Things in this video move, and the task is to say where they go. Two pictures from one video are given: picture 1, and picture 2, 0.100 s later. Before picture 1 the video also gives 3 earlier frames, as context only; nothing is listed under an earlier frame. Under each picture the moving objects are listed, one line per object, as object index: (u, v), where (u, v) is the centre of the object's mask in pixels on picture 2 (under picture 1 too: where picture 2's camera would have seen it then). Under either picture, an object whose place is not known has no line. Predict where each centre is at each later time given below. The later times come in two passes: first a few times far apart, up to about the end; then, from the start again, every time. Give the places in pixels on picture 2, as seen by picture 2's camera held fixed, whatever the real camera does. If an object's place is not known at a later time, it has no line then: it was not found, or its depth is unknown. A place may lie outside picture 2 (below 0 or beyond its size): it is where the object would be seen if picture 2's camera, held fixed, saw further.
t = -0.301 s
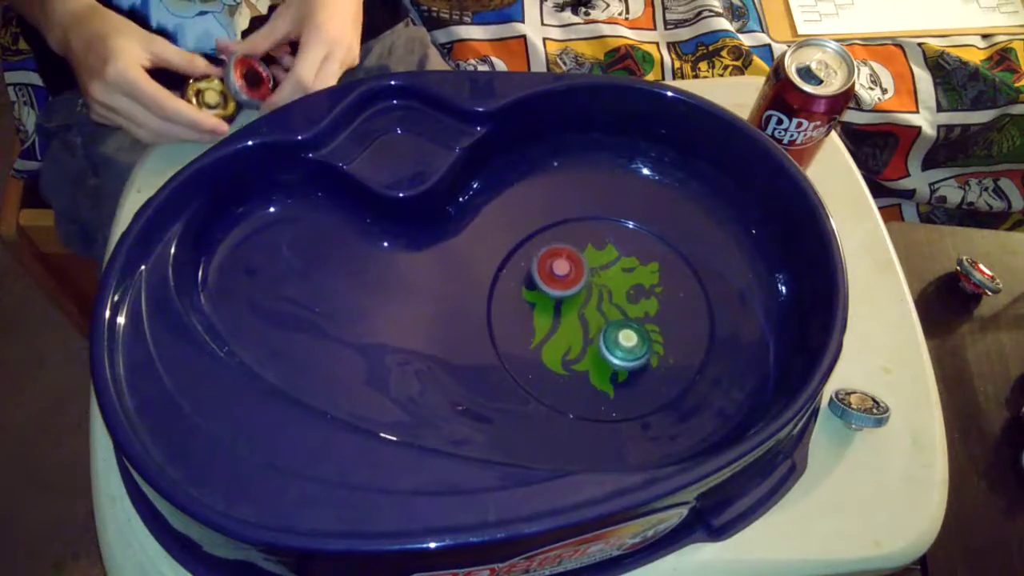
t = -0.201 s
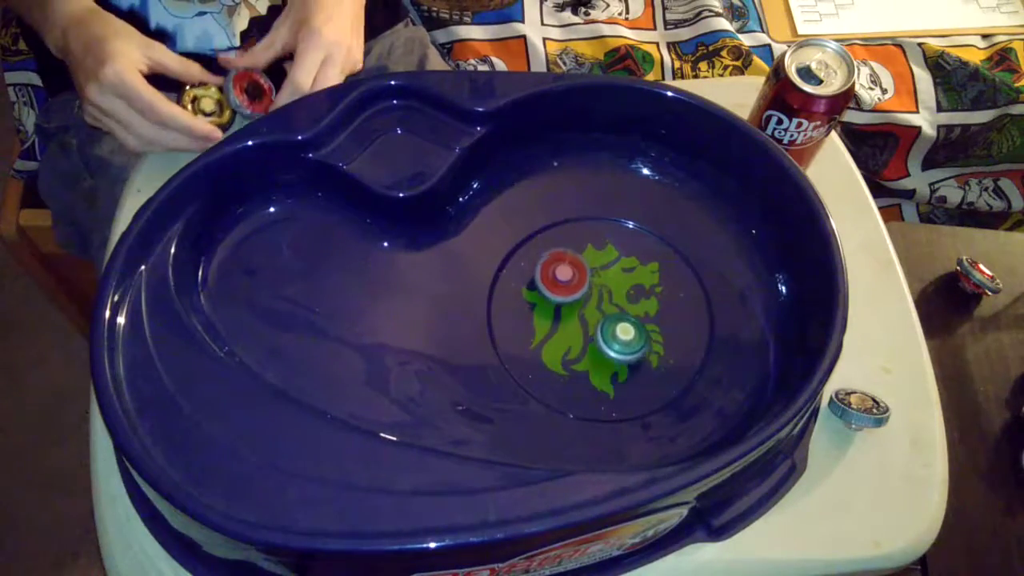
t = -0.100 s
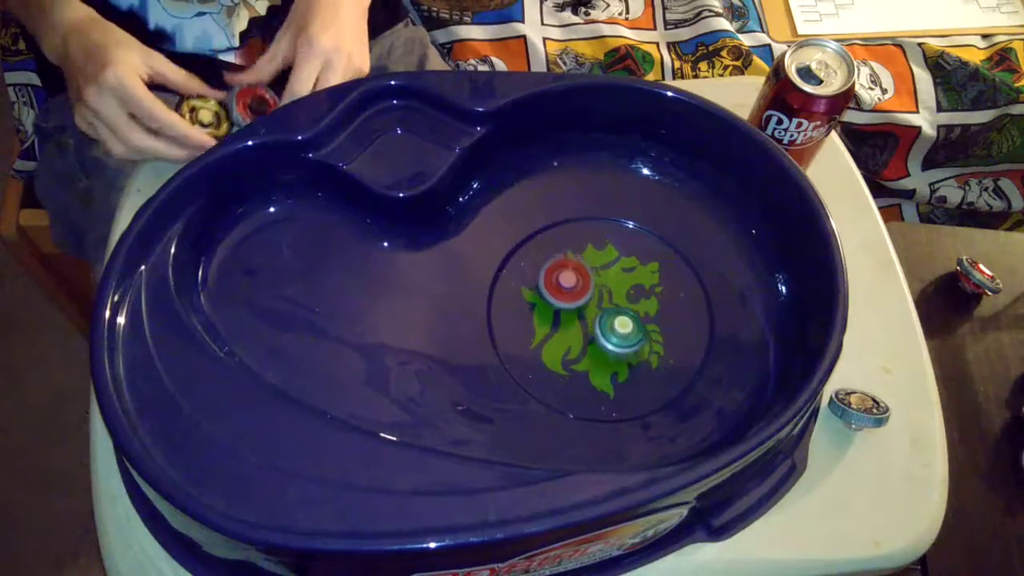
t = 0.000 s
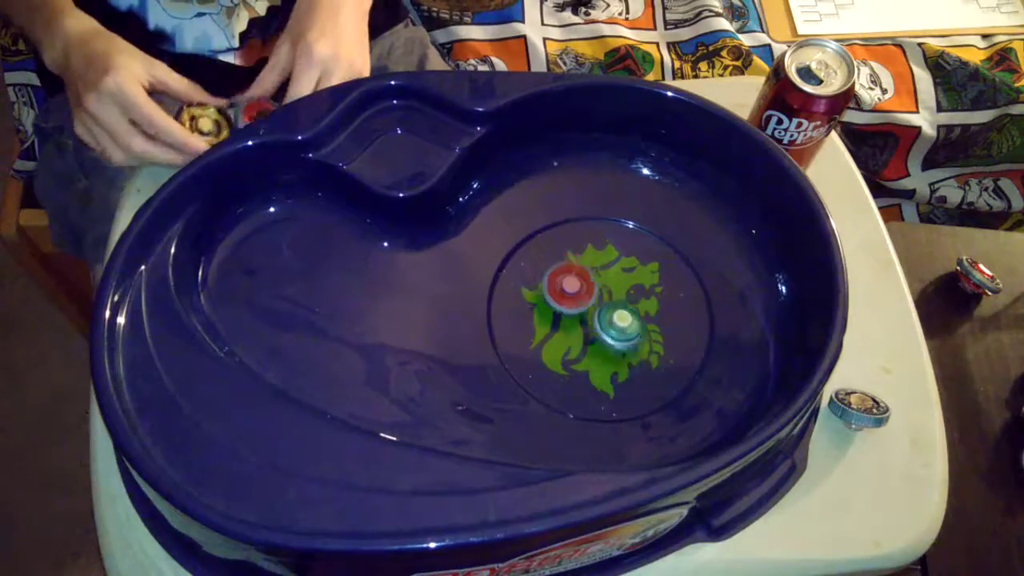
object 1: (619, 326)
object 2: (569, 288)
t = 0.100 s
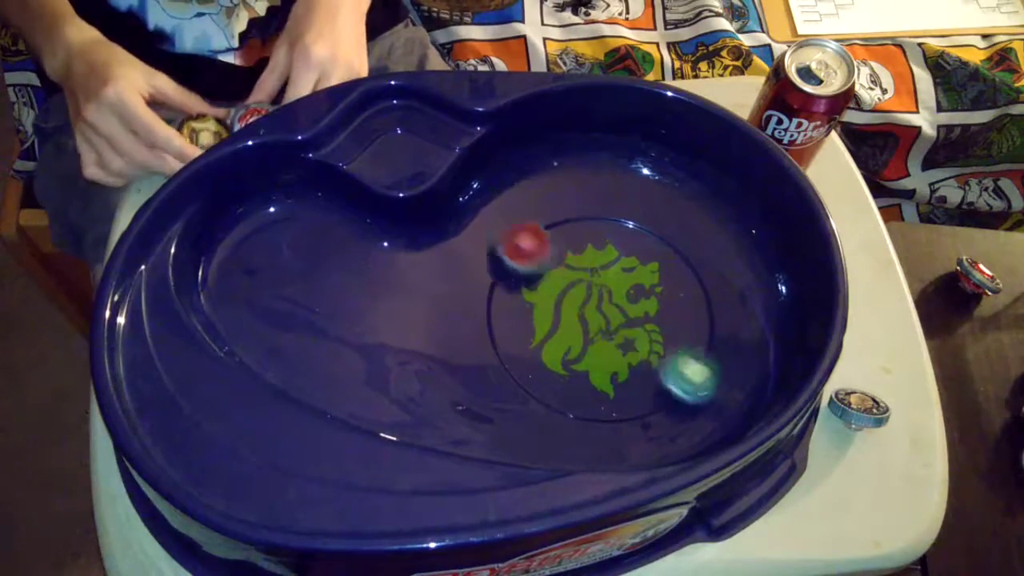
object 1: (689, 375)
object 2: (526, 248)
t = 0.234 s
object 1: (714, 375)
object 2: (520, 251)
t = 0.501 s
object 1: (648, 296)
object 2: (528, 279)
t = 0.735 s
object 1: (600, 267)
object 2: (535, 291)
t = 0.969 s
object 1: (595, 274)
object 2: (543, 306)
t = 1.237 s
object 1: (595, 284)
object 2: (558, 324)
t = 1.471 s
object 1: (606, 274)
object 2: (562, 350)
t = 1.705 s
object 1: (603, 277)
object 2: (573, 362)
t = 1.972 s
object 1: (599, 283)
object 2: (583, 367)
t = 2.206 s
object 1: (596, 292)
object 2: (591, 365)
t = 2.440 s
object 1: (595, 300)
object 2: (598, 354)
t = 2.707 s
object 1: (596, 291)
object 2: (605, 351)
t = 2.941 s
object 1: (588, 274)
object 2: (614, 353)
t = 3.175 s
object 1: (584, 273)
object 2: (623, 346)
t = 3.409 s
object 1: (584, 279)
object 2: (628, 336)
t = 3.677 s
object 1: (586, 287)
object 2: (631, 326)
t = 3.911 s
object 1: (521, 227)
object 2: (692, 369)
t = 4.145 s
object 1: (535, 280)
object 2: (695, 353)
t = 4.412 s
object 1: (554, 298)
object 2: (689, 341)
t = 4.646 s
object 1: (567, 308)
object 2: (672, 329)
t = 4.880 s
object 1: (578, 317)
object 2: (649, 311)
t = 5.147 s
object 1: (567, 330)
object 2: (635, 288)
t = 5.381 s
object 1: (566, 333)
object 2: (622, 268)
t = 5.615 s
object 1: (567, 331)
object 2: (614, 257)
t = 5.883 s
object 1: (572, 323)
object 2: (608, 253)
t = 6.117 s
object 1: (581, 315)
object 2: (606, 254)
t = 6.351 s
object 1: (534, 400)
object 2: (648, 196)
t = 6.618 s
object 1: (525, 346)
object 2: (618, 276)
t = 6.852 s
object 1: (432, 251)
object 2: (724, 329)
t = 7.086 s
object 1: (397, 336)
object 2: (700, 330)
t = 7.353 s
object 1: (469, 354)
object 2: (646, 332)
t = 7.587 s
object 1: (516, 346)
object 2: (603, 343)
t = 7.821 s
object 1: (436, 311)
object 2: (682, 342)
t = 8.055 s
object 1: (432, 314)
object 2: (682, 314)
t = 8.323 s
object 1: (472, 328)
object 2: (673, 285)
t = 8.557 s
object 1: (543, 354)
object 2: (671, 268)
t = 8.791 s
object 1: (632, 380)
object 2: (665, 266)
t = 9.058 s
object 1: (663, 378)
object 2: (656, 267)
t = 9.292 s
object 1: (659, 365)
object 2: (645, 271)
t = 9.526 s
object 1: (639, 329)
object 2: (626, 273)
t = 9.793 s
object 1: (630, 318)
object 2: (599, 264)
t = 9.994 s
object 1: (628, 316)
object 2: (585, 260)
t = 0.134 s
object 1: (702, 376)
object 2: (518, 241)
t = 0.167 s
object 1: (709, 380)
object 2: (517, 241)
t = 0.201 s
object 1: (713, 380)
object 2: (518, 246)
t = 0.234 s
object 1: (714, 375)
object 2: (520, 251)
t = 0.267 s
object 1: (713, 371)
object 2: (523, 256)
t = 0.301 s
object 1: (709, 361)
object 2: (525, 261)
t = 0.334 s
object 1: (702, 352)
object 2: (525, 265)
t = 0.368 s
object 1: (691, 340)
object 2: (526, 270)
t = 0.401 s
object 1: (681, 329)
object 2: (527, 272)
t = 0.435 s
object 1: (668, 316)
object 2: (527, 275)
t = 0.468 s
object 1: (657, 306)
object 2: (527, 277)
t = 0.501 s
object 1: (648, 296)
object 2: (528, 279)
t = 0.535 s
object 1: (638, 287)
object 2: (528, 281)
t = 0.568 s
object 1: (628, 280)
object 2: (529, 282)
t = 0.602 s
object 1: (620, 273)
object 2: (530, 284)
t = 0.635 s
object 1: (613, 269)
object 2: (531, 285)
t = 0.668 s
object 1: (607, 267)
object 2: (532, 287)
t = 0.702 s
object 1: (603, 267)
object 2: (533, 289)
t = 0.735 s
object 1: (600, 267)
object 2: (535, 291)
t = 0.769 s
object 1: (597, 268)
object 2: (536, 293)
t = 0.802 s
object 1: (595, 268)
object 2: (538, 295)
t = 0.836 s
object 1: (593, 270)
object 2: (540, 296)
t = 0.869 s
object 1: (592, 272)
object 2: (542, 298)
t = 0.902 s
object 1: (591, 273)
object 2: (543, 300)
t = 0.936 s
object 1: (593, 273)
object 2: (543, 304)
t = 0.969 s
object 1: (595, 274)
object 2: (543, 306)
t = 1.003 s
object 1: (597, 275)
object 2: (545, 309)
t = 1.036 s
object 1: (597, 276)
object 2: (546, 311)
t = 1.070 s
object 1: (598, 277)
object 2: (548, 313)
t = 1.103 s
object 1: (598, 279)
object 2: (550, 316)
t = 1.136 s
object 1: (597, 280)
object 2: (553, 318)
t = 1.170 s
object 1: (597, 282)
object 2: (555, 320)
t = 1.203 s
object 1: (596, 283)
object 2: (557, 322)
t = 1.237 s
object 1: (595, 284)
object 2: (558, 324)
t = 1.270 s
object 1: (595, 285)
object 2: (560, 326)
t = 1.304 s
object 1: (594, 286)
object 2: (563, 328)
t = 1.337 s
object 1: (595, 285)
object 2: (563, 333)
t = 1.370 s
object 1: (599, 280)
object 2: (560, 340)
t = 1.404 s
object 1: (603, 276)
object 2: (560, 344)
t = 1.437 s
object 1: (605, 274)
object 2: (561, 347)
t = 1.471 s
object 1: (606, 274)
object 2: (562, 350)
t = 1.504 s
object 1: (606, 274)
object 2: (564, 353)
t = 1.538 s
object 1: (606, 274)
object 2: (566, 355)
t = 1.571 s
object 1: (606, 274)
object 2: (568, 356)
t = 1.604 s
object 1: (605, 275)
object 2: (570, 357)
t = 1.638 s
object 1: (604, 275)
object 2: (571, 360)
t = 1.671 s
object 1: (603, 276)
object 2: (573, 361)
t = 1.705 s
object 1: (603, 277)
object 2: (573, 362)
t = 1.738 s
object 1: (602, 277)
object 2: (575, 363)
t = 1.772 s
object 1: (602, 278)
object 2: (576, 364)
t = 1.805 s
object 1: (601, 278)
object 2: (578, 365)
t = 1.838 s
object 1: (600, 279)
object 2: (579, 366)
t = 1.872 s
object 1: (600, 280)
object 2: (580, 366)
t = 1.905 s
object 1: (599, 281)
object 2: (581, 367)
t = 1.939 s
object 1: (599, 282)
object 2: (582, 367)
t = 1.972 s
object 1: (599, 283)
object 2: (583, 367)
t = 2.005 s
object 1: (598, 284)
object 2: (584, 367)
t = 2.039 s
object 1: (598, 285)
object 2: (585, 367)
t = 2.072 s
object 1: (598, 286)
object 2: (586, 367)
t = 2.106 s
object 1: (597, 288)
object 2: (587, 367)
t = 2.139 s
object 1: (597, 289)
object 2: (588, 366)
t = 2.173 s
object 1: (597, 290)
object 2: (590, 366)
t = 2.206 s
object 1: (596, 292)
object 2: (591, 365)
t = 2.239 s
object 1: (596, 293)
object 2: (592, 363)
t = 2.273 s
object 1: (595, 294)
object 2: (593, 362)
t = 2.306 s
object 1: (595, 295)
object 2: (594, 361)
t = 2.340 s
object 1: (595, 296)
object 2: (595, 360)
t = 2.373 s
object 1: (595, 297)
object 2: (596, 358)
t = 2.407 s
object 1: (595, 299)
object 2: (597, 356)
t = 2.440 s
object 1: (595, 300)
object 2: (598, 354)
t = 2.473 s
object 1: (595, 301)
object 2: (598, 354)
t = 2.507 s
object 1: (595, 296)
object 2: (599, 356)
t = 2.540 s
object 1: (595, 293)
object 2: (599, 357)
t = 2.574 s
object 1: (596, 291)
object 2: (600, 356)
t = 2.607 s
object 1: (596, 290)
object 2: (602, 355)
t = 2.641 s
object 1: (596, 290)
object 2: (603, 354)
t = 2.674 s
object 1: (596, 290)
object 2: (604, 352)
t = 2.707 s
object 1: (596, 291)
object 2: (605, 351)
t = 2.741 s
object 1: (595, 292)
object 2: (606, 349)
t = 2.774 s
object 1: (595, 292)
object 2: (607, 347)
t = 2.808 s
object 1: (595, 293)
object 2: (608, 346)
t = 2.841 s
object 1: (594, 293)
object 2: (609, 345)
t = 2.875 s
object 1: (591, 287)
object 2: (612, 351)
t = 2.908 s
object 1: (589, 279)
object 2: (613, 353)
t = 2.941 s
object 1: (588, 274)
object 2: (614, 353)
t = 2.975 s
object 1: (587, 272)
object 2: (615, 353)
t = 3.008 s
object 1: (587, 272)
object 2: (616, 352)
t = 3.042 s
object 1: (586, 272)
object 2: (618, 351)
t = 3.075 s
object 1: (586, 272)
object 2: (619, 350)
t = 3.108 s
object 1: (585, 272)
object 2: (620, 349)
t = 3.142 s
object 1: (585, 273)
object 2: (621, 347)
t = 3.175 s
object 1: (584, 273)
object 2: (623, 346)
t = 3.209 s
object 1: (584, 274)
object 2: (624, 345)
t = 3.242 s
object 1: (584, 275)
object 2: (624, 344)
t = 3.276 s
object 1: (584, 275)
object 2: (625, 343)
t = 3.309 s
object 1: (584, 276)
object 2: (626, 342)
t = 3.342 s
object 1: (584, 276)
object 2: (626, 340)
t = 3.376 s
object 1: (584, 278)
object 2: (627, 339)
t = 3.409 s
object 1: (584, 279)
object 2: (628, 336)
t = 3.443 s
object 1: (584, 279)
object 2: (628, 335)
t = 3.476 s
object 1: (584, 280)
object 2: (629, 333)
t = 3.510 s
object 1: (585, 281)
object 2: (630, 332)
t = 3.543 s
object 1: (585, 282)
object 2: (630, 331)
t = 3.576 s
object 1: (585, 284)
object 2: (631, 329)
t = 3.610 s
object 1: (585, 285)
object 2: (631, 327)
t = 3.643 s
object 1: (586, 286)
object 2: (630, 325)
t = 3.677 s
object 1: (586, 287)
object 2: (631, 326)
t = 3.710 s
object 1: (571, 273)
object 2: (648, 339)
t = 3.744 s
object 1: (554, 255)
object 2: (663, 352)
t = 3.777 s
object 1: (540, 239)
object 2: (675, 363)
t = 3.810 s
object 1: (531, 226)
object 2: (684, 369)
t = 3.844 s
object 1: (526, 224)
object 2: (689, 372)
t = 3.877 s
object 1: (523, 224)
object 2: (692, 372)
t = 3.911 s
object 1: (521, 227)
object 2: (692, 369)
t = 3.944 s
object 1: (520, 231)
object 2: (692, 365)
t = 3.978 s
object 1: (520, 237)
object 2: (693, 362)
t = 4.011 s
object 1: (521, 246)
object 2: (693, 360)
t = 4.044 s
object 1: (524, 256)
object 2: (694, 357)
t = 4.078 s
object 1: (526, 264)
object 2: (694, 356)
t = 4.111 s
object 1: (530, 272)
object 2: (695, 354)
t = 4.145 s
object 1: (535, 280)
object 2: (695, 353)
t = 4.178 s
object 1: (538, 284)
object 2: (694, 351)
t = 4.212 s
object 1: (541, 288)
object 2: (694, 350)
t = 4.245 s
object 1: (543, 292)
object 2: (694, 348)
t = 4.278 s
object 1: (546, 293)
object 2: (693, 347)
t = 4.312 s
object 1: (547, 294)
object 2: (692, 346)
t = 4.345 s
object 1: (550, 295)
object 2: (691, 344)
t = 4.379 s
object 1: (552, 296)
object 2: (690, 343)
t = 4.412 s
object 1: (554, 298)
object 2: (689, 341)
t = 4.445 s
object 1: (556, 299)
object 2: (687, 339)
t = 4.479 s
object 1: (558, 301)
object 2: (685, 338)
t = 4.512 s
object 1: (560, 301)
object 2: (683, 336)
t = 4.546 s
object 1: (562, 303)
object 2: (681, 334)
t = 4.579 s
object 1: (564, 305)
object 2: (678, 332)
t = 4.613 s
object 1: (565, 306)
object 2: (675, 331)
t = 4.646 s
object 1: (567, 308)
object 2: (672, 329)
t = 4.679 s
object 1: (569, 309)
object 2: (669, 327)
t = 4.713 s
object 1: (571, 311)
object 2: (666, 324)
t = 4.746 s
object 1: (573, 313)
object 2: (663, 321)
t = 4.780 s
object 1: (575, 314)
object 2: (659, 319)
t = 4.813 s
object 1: (576, 314)
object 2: (656, 316)
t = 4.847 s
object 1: (577, 316)
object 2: (652, 314)
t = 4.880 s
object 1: (578, 317)
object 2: (649, 311)
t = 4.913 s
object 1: (580, 319)
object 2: (645, 308)
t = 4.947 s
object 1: (581, 320)
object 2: (642, 306)
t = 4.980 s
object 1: (582, 321)
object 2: (638, 304)
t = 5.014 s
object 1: (580, 322)
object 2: (638, 300)
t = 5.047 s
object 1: (574, 326)
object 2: (639, 296)
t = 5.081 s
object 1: (569, 328)
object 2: (639, 293)
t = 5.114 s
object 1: (568, 329)
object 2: (637, 290)
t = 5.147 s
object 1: (567, 330)
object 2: (635, 288)
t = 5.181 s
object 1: (567, 330)
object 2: (633, 284)
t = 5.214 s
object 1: (567, 331)
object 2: (631, 281)
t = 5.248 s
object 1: (566, 331)
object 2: (628, 279)
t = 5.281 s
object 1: (566, 332)
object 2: (627, 276)
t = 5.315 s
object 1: (566, 332)
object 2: (626, 274)
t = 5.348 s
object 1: (566, 333)
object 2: (624, 271)
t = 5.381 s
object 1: (566, 333)
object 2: (622, 268)
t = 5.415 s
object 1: (566, 333)
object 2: (621, 266)
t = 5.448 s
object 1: (566, 332)
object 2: (619, 264)
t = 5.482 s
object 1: (566, 332)
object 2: (618, 262)
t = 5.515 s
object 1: (566, 332)
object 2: (617, 260)
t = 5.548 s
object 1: (567, 332)
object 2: (616, 259)
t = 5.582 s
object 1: (567, 331)
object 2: (615, 258)
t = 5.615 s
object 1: (567, 331)
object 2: (614, 257)
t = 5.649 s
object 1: (567, 330)
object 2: (613, 255)
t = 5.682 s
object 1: (568, 329)
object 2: (612, 255)
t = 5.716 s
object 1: (568, 328)
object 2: (611, 254)
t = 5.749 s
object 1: (569, 327)
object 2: (610, 254)
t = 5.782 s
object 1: (570, 327)
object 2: (610, 253)
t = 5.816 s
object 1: (570, 326)
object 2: (609, 253)
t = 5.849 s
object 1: (571, 324)
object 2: (609, 253)
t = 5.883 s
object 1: (572, 323)
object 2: (608, 253)
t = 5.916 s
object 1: (573, 322)
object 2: (608, 253)
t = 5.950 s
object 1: (574, 321)
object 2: (607, 252)
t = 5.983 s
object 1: (576, 319)
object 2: (607, 253)
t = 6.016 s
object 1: (577, 318)
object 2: (607, 253)
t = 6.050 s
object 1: (578, 317)
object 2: (606, 253)
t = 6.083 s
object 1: (579, 316)
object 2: (606, 253)
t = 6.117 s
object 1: (581, 315)
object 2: (606, 254)
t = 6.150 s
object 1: (583, 313)
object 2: (606, 254)
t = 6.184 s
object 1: (584, 312)
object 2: (605, 255)
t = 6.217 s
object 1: (586, 311)
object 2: (605, 256)
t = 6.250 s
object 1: (587, 310)
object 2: (604, 257)
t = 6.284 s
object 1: (581, 322)
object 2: (608, 252)
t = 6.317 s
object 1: (552, 369)
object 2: (632, 218)
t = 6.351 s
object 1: (534, 400)
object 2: (648, 196)
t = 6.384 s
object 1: (523, 420)
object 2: (661, 178)
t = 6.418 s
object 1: (511, 435)
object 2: (660, 185)
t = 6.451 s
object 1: (509, 421)
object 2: (657, 200)
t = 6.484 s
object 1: (506, 410)
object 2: (650, 217)
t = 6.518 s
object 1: (508, 392)
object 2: (644, 230)
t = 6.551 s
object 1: (512, 377)
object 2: (635, 249)
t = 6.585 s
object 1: (519, 362)
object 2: (627, 262)
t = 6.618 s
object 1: (525, 346)
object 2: (618, 276)
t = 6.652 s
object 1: (534, 331)
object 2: (611, 290)
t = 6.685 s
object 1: (542, 315)
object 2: (605, 300)
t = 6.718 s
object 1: (510, 299)
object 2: (635, 309)
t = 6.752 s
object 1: (484, 283)
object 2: (668, 318)
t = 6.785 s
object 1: (466, 268)
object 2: (694, 324)
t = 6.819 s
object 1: (446, 258)
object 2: (714, 327)
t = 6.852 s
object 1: (432, 251)
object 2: (724, 329)
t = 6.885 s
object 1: (421, 253)
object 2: (728, 331)
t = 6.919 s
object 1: (412, 264)
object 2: (728, 332)
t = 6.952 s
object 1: (404, 279)
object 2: (726, 332)
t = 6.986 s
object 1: (398, 294)
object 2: (722, 332)
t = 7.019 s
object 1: (395, 309)
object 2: (716, 331)
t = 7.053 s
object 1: (395, 323)
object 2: (709, 330)
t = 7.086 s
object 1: (397, 336)
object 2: (700, 330)
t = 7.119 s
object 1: (403, 347)
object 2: (692, 328)
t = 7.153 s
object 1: (410, 354)
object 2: (683, 327)
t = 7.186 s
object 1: (420, 358)
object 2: (674, 326)
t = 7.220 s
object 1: (429, 360)
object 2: (668, 327)
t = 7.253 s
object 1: (440, 360)
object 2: (661, 327)
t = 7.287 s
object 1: (450, 358)
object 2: (656, 329)
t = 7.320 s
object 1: (460, 357)
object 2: (650, 330)
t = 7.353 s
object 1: (469, 354)
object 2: (646, 332)
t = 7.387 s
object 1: (476, 352)
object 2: (641, 335)
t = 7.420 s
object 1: (484, 349)
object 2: (635, 337)
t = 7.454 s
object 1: (489, 347)
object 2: (630, 339)
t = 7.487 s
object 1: (494, 346)
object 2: (624, 340)
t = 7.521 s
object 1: (500, 346)
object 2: (616, 341)
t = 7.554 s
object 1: (508, 346)
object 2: (610, 342)
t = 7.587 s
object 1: (516, 346)
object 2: (603, 343)
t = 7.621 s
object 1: (523, 346)
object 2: (597, 342)
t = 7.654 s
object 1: (524, 344)
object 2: (594, 342)
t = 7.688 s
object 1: (501, 338)
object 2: (614, 343)
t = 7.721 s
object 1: (481, 329)
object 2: (637, 344)
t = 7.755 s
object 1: (462, 323)
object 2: (656, 345)
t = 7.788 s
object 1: (447, 316)
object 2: (672, 344)
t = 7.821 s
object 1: (436, 311)
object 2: (682, 342)
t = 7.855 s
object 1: (427, 307)
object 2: (688, 339)
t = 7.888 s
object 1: (424, 306)
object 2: (690, 335)
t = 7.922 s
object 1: (422, 307)
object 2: (689, 332)
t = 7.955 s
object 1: (422, 308)
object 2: (688, 328)
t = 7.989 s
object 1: (424, 310)
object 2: (686, 323)
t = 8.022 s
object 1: (428, 312)
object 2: (684, 318)
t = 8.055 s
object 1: (432, 314)
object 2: (682, 314)
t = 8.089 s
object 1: (437, 316)
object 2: (680, 310)
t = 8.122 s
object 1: (442, 319)
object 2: (679, 306)
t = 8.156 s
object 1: (447, 321)
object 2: (677, 302)
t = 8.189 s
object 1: (452, 323)
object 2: (677, 298)
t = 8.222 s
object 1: (457, 324)
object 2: (676, 294)
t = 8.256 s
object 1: (461, 326)
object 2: (675, 291)
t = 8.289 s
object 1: (466, 327)
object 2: (674, 288)
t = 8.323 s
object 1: (472, 328)
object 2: (673, 285)
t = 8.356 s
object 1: (479, 330)
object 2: (673, 282)
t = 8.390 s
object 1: (486, 331)
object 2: (673, 280)
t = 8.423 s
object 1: (495, 334)
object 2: (672, 277)
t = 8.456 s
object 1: (505, 339)
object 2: (672, 274)
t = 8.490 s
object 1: (516, 345)
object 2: (672, 272)
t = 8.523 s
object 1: (529, 350)
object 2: (672, 270)
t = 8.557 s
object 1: (543, 354)
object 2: (671, 268)
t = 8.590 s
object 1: (555, 360)
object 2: (671, 267)
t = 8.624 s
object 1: (568, 364)
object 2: (670, 266)
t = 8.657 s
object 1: (582, 369)
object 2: (669, 266)
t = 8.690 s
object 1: (595, 372)
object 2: (668, 266)
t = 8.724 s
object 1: (608, 374)
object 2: (667, 266)
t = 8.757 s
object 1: (620, 377)
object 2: (666, 266)
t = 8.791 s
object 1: (632, 380)
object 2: (665, 266)
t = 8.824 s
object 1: (642, 380)
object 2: (663, 266)
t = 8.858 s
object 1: (650, 380)
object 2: (662, 266)
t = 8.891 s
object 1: (656, 380)
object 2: (661, 266)
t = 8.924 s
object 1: (659, 379)
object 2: (660, 266)
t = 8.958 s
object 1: (662, 379)
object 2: (659, 266)
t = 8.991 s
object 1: (663, 379)
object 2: (658, 266)
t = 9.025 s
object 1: (663, 378)
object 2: (657, 267)
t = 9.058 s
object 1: (663, 378)
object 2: (656, 267)
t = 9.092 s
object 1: (662, 376)
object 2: (655, 267)
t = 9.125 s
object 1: (662, 374)
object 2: (654, 268)
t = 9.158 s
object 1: (662, 372)
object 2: (652, 268)
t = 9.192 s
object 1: (661, 370)
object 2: (651, 269)
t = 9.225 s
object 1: (661, 368)
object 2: (650, 269)
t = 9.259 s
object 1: (661, 367)
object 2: (648, 270)
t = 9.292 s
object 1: (659, 365)
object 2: (645, 271)
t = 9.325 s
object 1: (657, 362)
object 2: (643, 271)
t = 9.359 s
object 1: (655, 358)
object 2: (641, 272)
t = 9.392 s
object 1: (652, 354)
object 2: (638, 272)
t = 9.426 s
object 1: (650, 350)
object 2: (635, 273)
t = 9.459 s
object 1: (646, 343)
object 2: (632, 273)
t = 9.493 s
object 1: (641, 336)
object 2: (630, 273)
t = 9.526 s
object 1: (639, 329)
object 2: (626, 273)
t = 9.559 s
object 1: (635, 325)
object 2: (622, 271)
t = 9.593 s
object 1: (633, 322)
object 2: (618, 268)
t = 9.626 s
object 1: (631, 321)
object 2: (614, 267)
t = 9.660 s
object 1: (630, 321)
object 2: (611, 266)
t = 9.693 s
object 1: (630, 320)
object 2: (608, 266)
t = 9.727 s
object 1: (630, 319)
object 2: (605, 265)
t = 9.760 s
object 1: (630, 319)
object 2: (602, 265)
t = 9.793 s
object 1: (630, 318)
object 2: (599, 264)
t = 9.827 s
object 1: (630, 318)
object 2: (597, 263)
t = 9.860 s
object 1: (630, 317)
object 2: (594, 262)
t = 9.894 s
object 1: (629, 317)
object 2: (591, 262)
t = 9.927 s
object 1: (629, 317)
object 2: (589, 261)
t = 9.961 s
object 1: (629, 316)
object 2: (587, 260)
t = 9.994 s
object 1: (628, 316)
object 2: (585, 260)
